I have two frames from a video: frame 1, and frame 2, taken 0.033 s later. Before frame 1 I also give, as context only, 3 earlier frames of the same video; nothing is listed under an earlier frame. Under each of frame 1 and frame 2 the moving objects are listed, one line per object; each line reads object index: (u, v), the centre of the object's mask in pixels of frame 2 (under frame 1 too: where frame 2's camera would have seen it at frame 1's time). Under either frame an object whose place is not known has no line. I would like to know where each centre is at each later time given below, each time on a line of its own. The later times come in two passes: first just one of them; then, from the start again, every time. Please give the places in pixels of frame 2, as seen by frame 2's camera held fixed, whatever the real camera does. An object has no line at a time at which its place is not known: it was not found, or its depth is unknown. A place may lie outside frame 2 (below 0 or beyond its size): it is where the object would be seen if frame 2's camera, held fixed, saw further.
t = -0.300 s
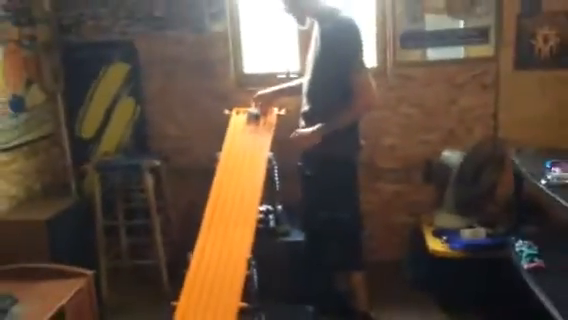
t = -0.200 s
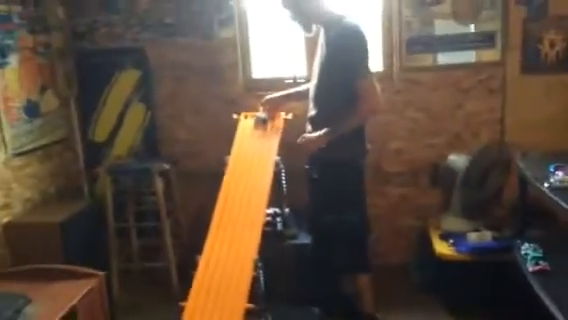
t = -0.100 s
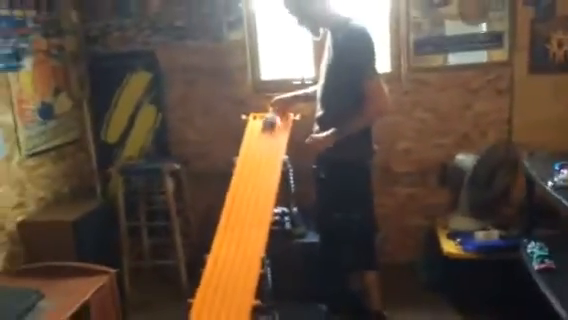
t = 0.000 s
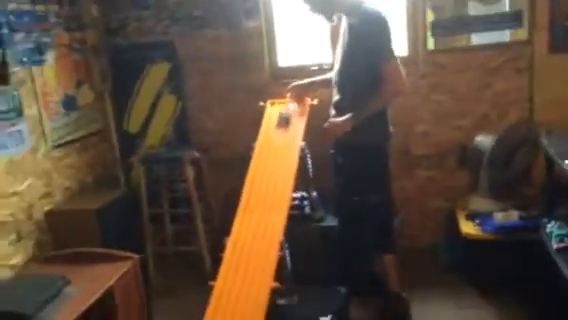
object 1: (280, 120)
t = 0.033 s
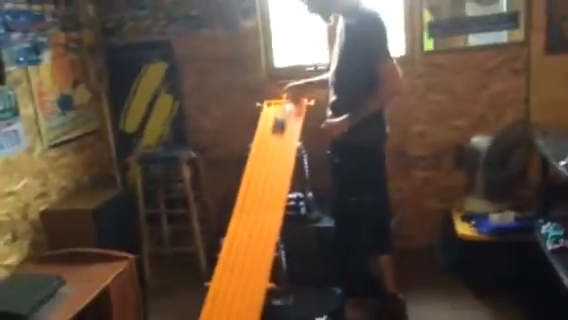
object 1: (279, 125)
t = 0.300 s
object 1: (262, 194)
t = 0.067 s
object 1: (277, 132)
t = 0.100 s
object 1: (276, 138)
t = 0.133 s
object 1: (274, 144)
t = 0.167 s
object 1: (272, 153)
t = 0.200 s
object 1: (270, 161)
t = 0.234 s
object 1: (267, 171)
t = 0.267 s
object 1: (264, 182)
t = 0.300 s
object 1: (262, 194)
